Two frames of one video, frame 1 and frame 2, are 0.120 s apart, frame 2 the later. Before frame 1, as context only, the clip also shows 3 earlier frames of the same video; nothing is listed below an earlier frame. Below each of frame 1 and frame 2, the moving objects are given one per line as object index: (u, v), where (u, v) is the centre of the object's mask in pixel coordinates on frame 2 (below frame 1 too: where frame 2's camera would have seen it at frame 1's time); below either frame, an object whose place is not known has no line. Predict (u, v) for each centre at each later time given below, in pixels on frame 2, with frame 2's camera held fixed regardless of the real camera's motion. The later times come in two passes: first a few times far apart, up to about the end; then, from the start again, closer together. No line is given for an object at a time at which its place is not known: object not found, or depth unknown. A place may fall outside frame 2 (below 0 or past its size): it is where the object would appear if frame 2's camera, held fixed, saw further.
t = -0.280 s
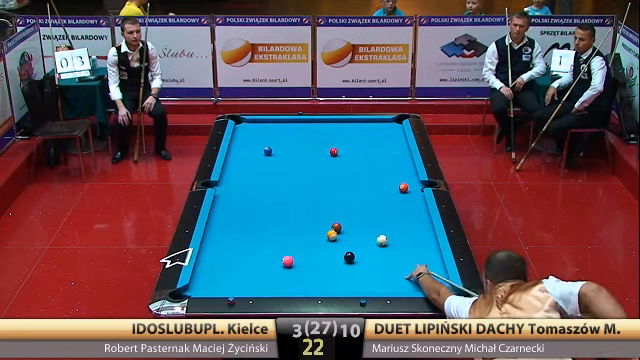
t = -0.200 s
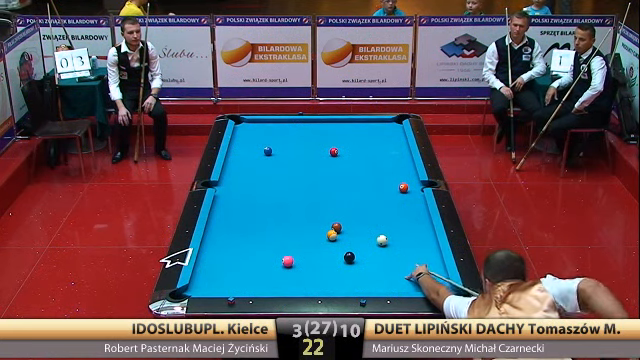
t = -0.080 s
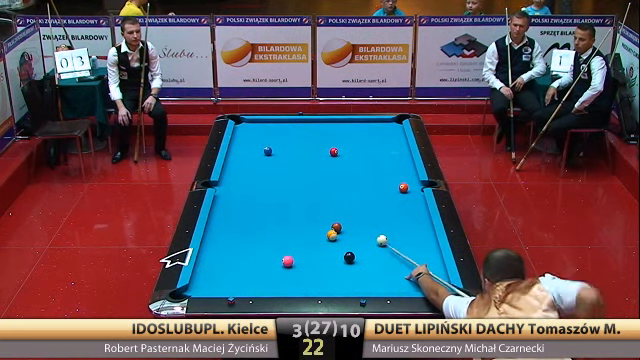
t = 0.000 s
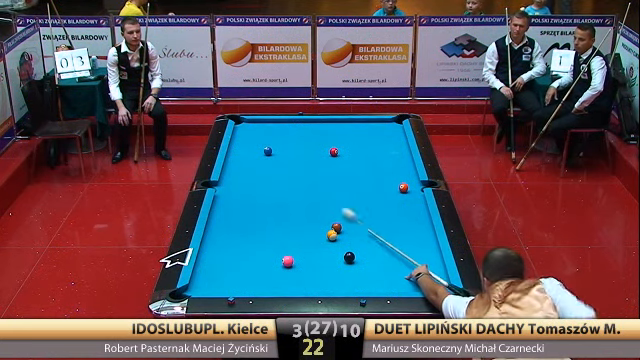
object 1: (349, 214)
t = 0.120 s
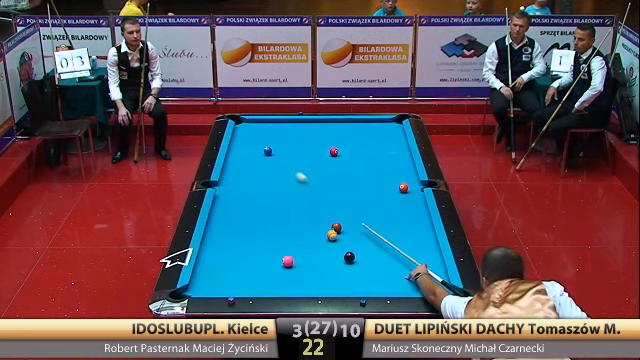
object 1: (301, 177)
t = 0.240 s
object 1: (269, 154)
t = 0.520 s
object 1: (255, 155)
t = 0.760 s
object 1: (244, 156)
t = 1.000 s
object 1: (234, 157)
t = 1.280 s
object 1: (231, 159)
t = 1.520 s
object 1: (236, 160)
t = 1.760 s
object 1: (241, 162)
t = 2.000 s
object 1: (245, 163)
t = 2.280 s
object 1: (249, 164)
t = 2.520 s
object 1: (251, 164)
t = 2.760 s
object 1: (254, 164)
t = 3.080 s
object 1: (258, 163)
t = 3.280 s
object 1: (256, 165)
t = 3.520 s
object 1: (256, 165)
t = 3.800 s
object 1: (256, 165)
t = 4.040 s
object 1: (256, 165)
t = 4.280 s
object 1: (256, 165)
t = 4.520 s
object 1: (256, 165)
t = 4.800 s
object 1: (256, 165)
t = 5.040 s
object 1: (256, 165)
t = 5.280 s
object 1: (256, 165)
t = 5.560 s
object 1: (256, 165)
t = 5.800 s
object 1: (256, 165)
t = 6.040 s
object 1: (256, 165)
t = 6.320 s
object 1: (256, 165)
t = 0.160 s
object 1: (288, 167)
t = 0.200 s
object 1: (276, 158)
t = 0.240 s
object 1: (269, 154)
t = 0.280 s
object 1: (267, 154)
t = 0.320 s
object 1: (265, 154)
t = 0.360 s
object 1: (263, 154)
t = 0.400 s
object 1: (261, 155)
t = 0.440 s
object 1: (259, 155)
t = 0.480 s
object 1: (257, 155)
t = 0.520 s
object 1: (255, 155)
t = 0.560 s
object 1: (253, 155)
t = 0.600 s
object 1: (252, 155)
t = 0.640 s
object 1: (250, 156)
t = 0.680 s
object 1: (248, 156)
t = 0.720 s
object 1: (246, 156)
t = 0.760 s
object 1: (244, 156)
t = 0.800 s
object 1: (243, 156)
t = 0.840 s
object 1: (241, 156)
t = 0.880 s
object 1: (239, 157)
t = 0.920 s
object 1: (238, 157)
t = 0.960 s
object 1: (236, 157)
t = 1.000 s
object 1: (234, 157)
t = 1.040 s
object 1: (233, 157)
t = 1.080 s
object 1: (231, 157)
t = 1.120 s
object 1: (229, 158)
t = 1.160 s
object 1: (229, 158)
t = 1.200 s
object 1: (230, 158)
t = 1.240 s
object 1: (230, 158)
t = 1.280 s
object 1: (231, 159)
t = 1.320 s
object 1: (232, 159)
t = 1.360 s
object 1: (233, 159)
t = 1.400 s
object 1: (234, 159)
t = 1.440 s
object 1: (234, 160)
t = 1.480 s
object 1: (235, 160)
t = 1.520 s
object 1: (236, 160)
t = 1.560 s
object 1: (237, 160)
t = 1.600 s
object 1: (238, 161)
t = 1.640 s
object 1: (239, 161)
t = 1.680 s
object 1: (239, 161)
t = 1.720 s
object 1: (240, 161)
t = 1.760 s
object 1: (241, 162)
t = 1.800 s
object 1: (242, 162)
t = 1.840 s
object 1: (243, 162)
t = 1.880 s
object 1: (243, 162)
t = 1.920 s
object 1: (244, 162)
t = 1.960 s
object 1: (244, 162)
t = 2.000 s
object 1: (245, 163)
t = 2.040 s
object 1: (246, 163)
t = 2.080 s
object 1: (246, 163)
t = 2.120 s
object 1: (247, 163)
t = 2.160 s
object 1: (247, 163)
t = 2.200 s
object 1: (248, 163)
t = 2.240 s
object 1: (248, 164)
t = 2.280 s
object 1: (249, 164)
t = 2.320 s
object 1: (249, 164)
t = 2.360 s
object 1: (250, 164)
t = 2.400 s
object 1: (250, 164)
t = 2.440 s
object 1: (251, 164)
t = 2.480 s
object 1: (251, 164)
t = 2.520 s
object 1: (251, 164)
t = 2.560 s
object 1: (252, 164)
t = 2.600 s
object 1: (252, 164)
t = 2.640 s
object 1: (253, 164)
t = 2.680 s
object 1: (253, 164)
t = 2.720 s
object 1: (253, 164)
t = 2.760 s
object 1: (254, 164)
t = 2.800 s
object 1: (254, 165)
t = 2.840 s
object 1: (254, 164)
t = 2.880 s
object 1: (254, 165)
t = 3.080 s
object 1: (258, 163)
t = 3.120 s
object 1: (256, 165)
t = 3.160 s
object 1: (256, 165)
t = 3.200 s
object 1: (256, 165)
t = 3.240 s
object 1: (256, 165)
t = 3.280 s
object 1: (256, 165)
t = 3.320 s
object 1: (256, 165)
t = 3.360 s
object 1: (256, 165)
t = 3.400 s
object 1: (256, 165)
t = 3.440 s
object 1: (256, 165)
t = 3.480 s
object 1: (256, 165)
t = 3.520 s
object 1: (256, 165)
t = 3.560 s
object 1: (256, 165)
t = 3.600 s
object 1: (256, 165)
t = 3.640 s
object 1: (256, 165)
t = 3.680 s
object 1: (256, 165)
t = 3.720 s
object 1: (256, 165)
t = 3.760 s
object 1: (256, 165)
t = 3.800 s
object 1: (256, 165)
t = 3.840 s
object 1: (256, 165)
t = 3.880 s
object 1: (256, 165)
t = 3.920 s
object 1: (256, 165)
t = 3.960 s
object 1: (256, 165)
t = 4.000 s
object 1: (256, 165)
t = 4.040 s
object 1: (256, 165)
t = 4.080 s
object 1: (256, 165)
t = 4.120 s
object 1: (256, 165)
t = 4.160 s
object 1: (256, 165)
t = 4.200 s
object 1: (256, 165)
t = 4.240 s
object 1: (256, 165)
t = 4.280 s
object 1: (256, 165)
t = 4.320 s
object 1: (256, 165)
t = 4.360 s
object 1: (256, 165)
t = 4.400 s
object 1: (256, 165)
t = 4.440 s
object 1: (256, 165)
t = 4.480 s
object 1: (256, 165)
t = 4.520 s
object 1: (256, 165)
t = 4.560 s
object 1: (256, 165)
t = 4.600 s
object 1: (256, 165)
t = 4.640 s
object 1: (256, 165)
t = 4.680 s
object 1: (256, 165)
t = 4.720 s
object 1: (256, 165)
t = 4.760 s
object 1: (256, 165)
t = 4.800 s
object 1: (256, 165)
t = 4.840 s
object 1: (256, 165)
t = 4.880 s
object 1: (256, 165)
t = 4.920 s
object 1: (256, 165)
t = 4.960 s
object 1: (256, 165)
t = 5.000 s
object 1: (256, 165)
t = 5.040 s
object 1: (256, 165)
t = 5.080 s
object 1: (256, 165)
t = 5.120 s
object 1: (256, 165)
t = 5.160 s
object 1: (256, 165)
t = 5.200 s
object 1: (256, 165)
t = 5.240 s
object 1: (256, 165)
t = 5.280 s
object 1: (256, 165)
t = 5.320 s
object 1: (256, 165)
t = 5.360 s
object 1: (256, 165)
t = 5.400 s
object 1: (256, 165)
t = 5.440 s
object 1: (256, 165)
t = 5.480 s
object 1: (256, 165)
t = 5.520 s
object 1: (256, 165)
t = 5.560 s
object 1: (256, 165)
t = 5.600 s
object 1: (256, 165)
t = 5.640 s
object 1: (256, 165)
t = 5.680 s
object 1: (256, 165)
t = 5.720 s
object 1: (256, 165)
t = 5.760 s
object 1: (256, 165)
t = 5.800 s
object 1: (256, 165)
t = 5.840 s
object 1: (256, 165)
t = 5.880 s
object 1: (256, 165)
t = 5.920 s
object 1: (256, 165)
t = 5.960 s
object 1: (256, 165)
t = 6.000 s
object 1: (256, 165)
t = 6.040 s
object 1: (256, 165)
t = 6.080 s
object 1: (256, 165)
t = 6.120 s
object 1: (256, 165)
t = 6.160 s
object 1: (256, 165)
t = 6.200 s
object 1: (256, 165)
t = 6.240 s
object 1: (256, 165)
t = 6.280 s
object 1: (256, 165)
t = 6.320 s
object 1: (256, 165)
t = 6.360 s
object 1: (256, 165)
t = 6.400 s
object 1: (256, 165)
